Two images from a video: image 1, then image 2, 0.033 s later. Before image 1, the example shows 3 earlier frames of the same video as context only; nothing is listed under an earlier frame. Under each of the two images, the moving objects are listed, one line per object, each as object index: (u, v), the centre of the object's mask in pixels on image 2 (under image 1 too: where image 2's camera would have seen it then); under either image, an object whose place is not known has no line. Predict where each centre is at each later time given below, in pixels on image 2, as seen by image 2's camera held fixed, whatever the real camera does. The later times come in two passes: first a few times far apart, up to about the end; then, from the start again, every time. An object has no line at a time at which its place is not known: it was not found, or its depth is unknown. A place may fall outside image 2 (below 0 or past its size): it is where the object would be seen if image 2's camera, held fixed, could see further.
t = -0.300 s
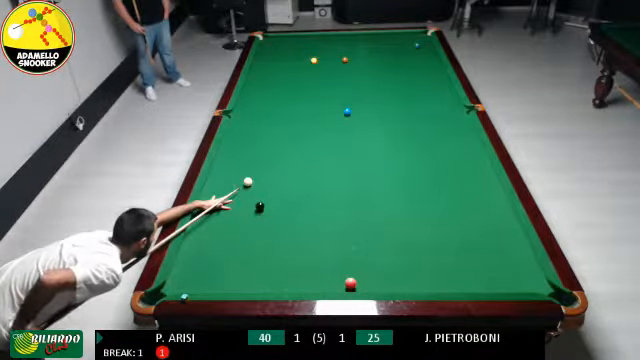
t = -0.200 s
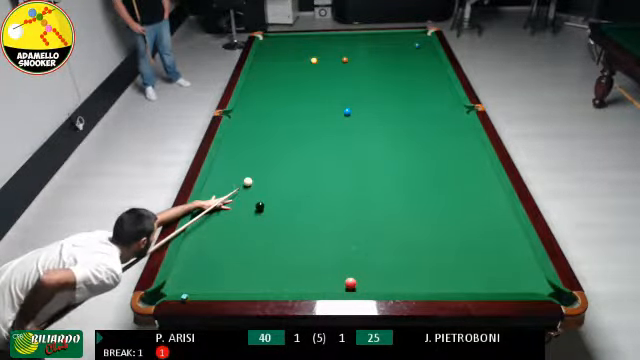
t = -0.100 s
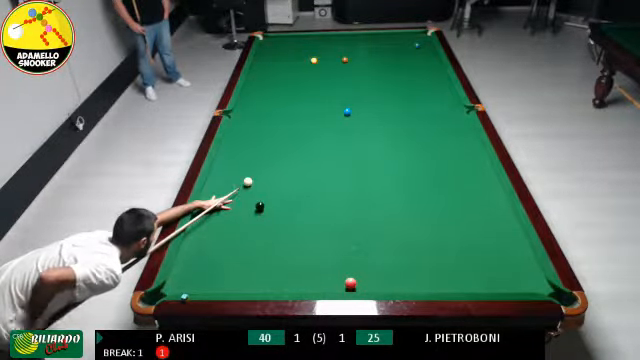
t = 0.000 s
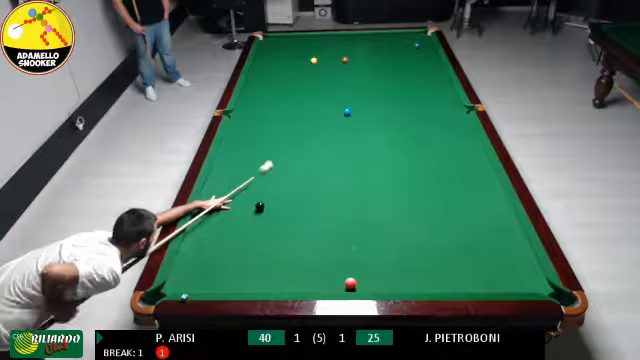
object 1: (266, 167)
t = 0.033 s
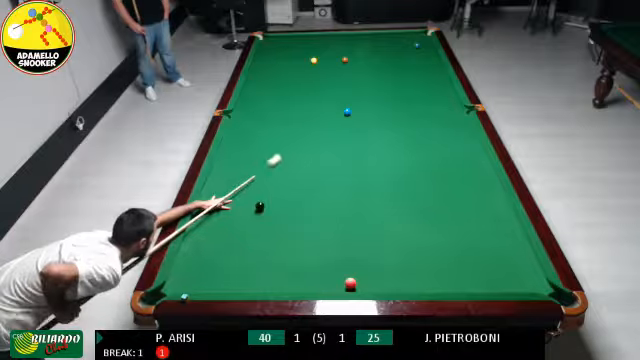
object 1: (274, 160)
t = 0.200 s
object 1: (306, 134)
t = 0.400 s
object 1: (336, 111)
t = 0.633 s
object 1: (364, 89)
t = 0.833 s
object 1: (384, 72)
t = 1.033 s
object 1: (402, 58)
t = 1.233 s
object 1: (419, 46)
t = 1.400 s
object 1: (431, 45)
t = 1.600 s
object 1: (419, 43)
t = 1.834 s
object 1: (407, 42)
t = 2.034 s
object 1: (397, 41)
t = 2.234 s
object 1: (388, 40)
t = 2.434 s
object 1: (379, 39)
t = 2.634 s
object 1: (371, 38)
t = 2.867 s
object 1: (362, 37)
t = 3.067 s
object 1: (355, 36)
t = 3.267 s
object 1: (348, 36)
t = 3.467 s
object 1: (342, 35)
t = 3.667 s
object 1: (336, 35)
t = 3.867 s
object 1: (332, 35)
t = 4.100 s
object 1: (327, 35)
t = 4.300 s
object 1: (323, 36)
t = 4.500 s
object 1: (320, 36)
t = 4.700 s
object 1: (317, 36)
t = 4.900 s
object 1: (314, 37)
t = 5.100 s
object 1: (312, 37)
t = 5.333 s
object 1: (310, 37)
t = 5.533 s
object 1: (308, 37)
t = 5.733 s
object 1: (307, 37)
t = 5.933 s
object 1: (306, 38)
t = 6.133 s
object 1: (306, 38)
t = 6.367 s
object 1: (306, 38)
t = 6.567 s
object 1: (305, 38)
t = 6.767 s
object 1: (305, 38)
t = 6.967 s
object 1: (305, 38)
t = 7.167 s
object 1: (305, 38)
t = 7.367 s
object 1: (305, 38)
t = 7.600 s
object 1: (305, 38)
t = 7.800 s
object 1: (305, 38)
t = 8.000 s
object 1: (306, 38)
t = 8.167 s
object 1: (305, 38)
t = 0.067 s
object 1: (281, 154)
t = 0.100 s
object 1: (288, 148)
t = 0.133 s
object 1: (295, 143)
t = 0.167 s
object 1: (301, 138)
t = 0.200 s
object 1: (306, 134)
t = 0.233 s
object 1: (311, 130)
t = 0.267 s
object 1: (316, 127)
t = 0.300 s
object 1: (321, 123)
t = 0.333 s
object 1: (326, 118)
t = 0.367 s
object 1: (330, 115)
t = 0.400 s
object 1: (336, 111)
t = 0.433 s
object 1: (340, 107)
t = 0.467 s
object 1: (344, 104)
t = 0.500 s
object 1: (348, 101)
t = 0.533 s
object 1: (352, 98)
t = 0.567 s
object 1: (356, 95)
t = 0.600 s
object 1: (360, 92)
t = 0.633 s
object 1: (364, 89)
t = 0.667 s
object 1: (367, 86)
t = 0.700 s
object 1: (371, 83)
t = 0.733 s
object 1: (374, 81)
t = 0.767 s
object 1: (377, 78)
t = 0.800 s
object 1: (381, 75)
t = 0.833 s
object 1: (384, 72)
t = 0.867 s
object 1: (388, 70)
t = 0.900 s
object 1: (391, 67)
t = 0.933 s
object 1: (394, 65)
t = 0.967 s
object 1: (396, 62)
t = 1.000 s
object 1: (399, 60)
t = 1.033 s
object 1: (402, 58)
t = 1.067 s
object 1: (405, 56)
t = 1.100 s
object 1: (408, 54)
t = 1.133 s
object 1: (411, 51)
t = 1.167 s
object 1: (413, 50)
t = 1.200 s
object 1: (416, 47)
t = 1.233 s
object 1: (419, 46)
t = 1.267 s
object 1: (423, 46)
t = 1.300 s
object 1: (426, 46)
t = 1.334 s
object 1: (428, 46)
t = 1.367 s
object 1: (431, 45)
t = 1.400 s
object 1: (431, 45)
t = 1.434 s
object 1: (428, 44)
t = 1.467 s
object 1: (427, 44)
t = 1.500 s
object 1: (425, 44)
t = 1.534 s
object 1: (423, 44)
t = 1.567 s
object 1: (421, 44)
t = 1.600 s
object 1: (419, 43)
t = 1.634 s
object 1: (418, 43)
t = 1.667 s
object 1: (416, 43)
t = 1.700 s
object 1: (415, 43)
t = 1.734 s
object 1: (412, 43)
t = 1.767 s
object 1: (410, 43)
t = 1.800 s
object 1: (409, 42)
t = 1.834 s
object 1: (407, 42)
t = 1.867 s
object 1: (405, 42)
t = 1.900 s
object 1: (404, 42)
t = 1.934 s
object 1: (402, 42)
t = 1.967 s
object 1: (400, 42)
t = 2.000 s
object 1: (399, 41)
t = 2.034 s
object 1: (397, 41)
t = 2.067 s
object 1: (396, 41)
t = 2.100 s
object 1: (394, 41)
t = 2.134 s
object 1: (392, 41)
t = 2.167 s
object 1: (391, 41)
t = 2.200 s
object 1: (390, 40)
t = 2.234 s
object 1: (388, 40)
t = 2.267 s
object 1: (387, 40)
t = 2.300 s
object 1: (385, 40)
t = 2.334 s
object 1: (384, 40)
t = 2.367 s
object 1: (383, 40)
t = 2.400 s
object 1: (380, 39)
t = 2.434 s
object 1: (379, 39)
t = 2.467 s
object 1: (378, 39)
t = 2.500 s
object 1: (377, 39)
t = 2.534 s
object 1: (375, 39)
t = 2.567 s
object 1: (374, 39)
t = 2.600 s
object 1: (373, 38)
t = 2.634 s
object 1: (371, 38)
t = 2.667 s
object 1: (370, 38)
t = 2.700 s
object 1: (369, 38)
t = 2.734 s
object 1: (367, 38)
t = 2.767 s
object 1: (366, 38)
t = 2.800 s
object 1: (365, 37)
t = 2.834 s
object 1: (363, 37)
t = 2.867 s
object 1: (362, 37)
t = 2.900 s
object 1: (361, 37)
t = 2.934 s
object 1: (360, 37)
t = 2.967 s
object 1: (359, 37)
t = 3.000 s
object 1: (357, 37)
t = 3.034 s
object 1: (356, 36)
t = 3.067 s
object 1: (355, 36)
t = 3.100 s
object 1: (354, 36)
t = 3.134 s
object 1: (353, 36)
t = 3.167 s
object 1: (352, 36)
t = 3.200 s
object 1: (350, 36)
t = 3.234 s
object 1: (350, 36)
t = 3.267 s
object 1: (348, 36)
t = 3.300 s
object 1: (347, 36)
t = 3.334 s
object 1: (347, 36)
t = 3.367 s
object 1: (345, 35)
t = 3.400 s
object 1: (344, 35)
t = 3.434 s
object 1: (343, 35)
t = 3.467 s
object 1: (342, 35)
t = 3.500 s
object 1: (341, 35)
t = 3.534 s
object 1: (340, 35)
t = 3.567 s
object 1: (339, 34)
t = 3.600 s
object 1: (339, 35)
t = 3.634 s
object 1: (337, 35)
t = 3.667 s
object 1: (336, 35)
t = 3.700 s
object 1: (336, 35)
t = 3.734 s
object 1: (335, 34)
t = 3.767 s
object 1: (335, 35)
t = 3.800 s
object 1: (334, 35)
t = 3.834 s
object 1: (333, 35)
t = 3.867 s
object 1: (332, 35)
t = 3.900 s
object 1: (332, 35)
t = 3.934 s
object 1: (331, 35)
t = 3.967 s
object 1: (330, 35)
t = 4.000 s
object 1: (329, 35)
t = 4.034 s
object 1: (328, 35)
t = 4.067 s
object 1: (328, 35)
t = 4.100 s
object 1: (327, 35)
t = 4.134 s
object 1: (327, 36)
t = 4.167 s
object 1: (326, 35)
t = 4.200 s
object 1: (325, 36)
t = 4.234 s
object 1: (324, 36)
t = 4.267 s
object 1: (324, 36)
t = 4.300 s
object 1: (323, 36)
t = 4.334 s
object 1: (323, 36)
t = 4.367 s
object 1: (322, 36)
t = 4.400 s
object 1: (322, 36)
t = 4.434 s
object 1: (322, 36)
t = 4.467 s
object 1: (320, 36)
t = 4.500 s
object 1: (320, 36)
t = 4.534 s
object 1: (320, 36)
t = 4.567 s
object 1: (318, 36)
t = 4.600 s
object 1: (318, 36)
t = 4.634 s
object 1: (318, 36)
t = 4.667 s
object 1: (318, 36)
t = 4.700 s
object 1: (317, 36)
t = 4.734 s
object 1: (316, 36)
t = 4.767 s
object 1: (316, 36)
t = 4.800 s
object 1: (316, 37)
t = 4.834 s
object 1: (315, 37)
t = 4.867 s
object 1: (315, 37)
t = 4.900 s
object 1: (314, 37)
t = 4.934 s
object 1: (314, 37)
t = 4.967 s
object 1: (314, 37)
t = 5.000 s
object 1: (313, 37)
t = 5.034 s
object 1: (313, 37)
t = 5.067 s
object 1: (312, 37)
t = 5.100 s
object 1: (312, 37)
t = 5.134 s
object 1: (312, 37)
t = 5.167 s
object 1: (311, 37)
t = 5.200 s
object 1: (310, 37)
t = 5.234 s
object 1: (310, 37)
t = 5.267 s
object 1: (310, 37)
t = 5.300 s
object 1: (310, 37)
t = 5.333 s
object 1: (310, 37)
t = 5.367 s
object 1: (309, 37)
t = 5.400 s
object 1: (309, 37)
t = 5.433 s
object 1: (309, 37)
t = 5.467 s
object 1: (309, 37)
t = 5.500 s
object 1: (309, 37)
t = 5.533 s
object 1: (308, 37)
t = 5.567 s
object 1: (308, 37)
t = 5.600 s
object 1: (308, 37)
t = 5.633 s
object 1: (307, 38)
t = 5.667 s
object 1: (307, 38)
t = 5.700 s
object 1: (307, 37)
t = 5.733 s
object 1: (307, 37)
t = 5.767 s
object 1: (307, 38)
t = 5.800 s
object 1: (307, 38)
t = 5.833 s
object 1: (306, 38)
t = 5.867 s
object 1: (306, 38)
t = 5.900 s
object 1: (306, 38)
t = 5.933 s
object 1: (306, 38)
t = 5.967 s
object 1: (306, 38)
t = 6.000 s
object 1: (306, 38)
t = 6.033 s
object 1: (306, 38)
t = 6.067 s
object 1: (306, 38)
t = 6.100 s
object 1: (306, 38)
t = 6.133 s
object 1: (306, 38)
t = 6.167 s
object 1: (306, 38)
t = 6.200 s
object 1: (306, 38)
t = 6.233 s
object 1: (306, 38)
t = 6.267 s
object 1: (306, 38)
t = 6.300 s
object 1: (306, 38)
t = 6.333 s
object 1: (306, 38)
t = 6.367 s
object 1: (306, 38)
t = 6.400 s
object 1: (305, 38)
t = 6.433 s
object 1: (305, 38)
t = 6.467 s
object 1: (305, 38)
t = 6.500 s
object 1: (305, 38)
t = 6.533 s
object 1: (305, 38)
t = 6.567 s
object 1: (305, 38)
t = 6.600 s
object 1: (305, 38)
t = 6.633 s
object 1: (305, 38)
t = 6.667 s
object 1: (305, 38)
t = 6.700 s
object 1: (305, 38)
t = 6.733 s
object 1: (305, 38)
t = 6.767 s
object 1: (305, 38)
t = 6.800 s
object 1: (305, 38)
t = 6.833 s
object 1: (305, 38)
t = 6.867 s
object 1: (305, 38)
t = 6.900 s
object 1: (305, 38)
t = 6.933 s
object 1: (305, 38)
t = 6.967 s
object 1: (305, 38)
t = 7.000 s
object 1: (305, 38)
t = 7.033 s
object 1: (305, 38)
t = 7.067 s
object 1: (305, 38)
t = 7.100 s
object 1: (305, 38)
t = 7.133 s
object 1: (305, 38)
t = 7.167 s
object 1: (305, 38)
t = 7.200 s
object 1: (305, 38)
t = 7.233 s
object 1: (305, 38)
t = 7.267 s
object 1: (305, 38)
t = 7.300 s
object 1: (305, 38)
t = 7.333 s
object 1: (305, 38)
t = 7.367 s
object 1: (305, 38)
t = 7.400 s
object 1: (305, 38)
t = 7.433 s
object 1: (305, 38)
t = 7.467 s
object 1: (305, 38)
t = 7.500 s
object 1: (305, 38)
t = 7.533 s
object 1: (305, 38)
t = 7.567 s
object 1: (305, 38)
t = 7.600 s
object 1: (305, 38)
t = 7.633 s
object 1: (305, 38)
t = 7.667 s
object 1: (305, 38)
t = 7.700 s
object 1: (305, 38)
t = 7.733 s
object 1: (305, 38)
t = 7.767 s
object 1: (305, 38)
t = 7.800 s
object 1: (305, 38)
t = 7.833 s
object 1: (305, 38)
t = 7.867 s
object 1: (306, 38)
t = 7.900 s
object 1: (306, 38)
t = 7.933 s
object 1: (306, 38)
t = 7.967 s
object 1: (306, 38)
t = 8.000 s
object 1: (306, 38)
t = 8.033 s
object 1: (305, 38)
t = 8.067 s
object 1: (305, 38)
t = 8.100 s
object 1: (305, 38)
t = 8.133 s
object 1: (305, 38)
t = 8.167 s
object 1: (305, 38)
